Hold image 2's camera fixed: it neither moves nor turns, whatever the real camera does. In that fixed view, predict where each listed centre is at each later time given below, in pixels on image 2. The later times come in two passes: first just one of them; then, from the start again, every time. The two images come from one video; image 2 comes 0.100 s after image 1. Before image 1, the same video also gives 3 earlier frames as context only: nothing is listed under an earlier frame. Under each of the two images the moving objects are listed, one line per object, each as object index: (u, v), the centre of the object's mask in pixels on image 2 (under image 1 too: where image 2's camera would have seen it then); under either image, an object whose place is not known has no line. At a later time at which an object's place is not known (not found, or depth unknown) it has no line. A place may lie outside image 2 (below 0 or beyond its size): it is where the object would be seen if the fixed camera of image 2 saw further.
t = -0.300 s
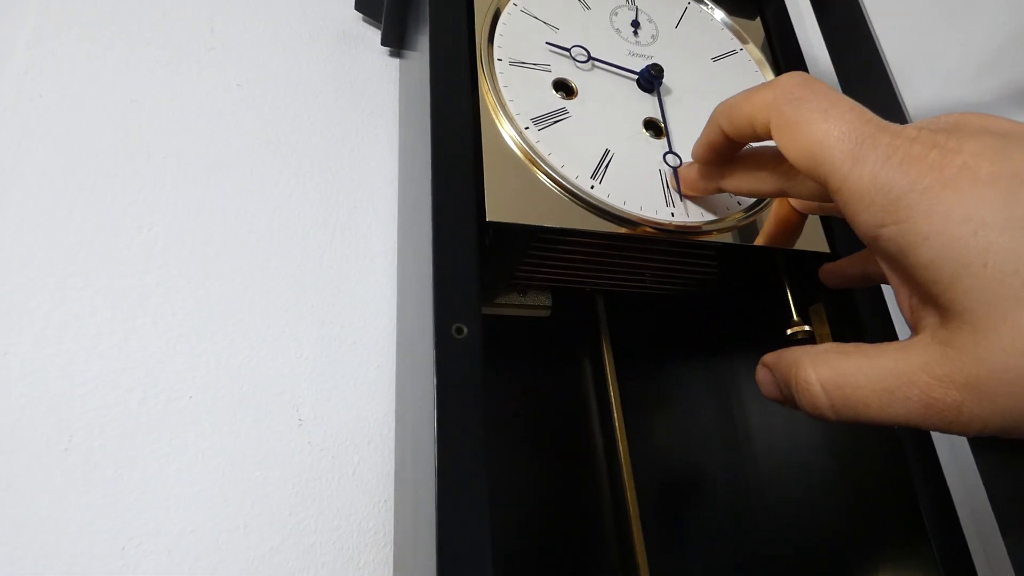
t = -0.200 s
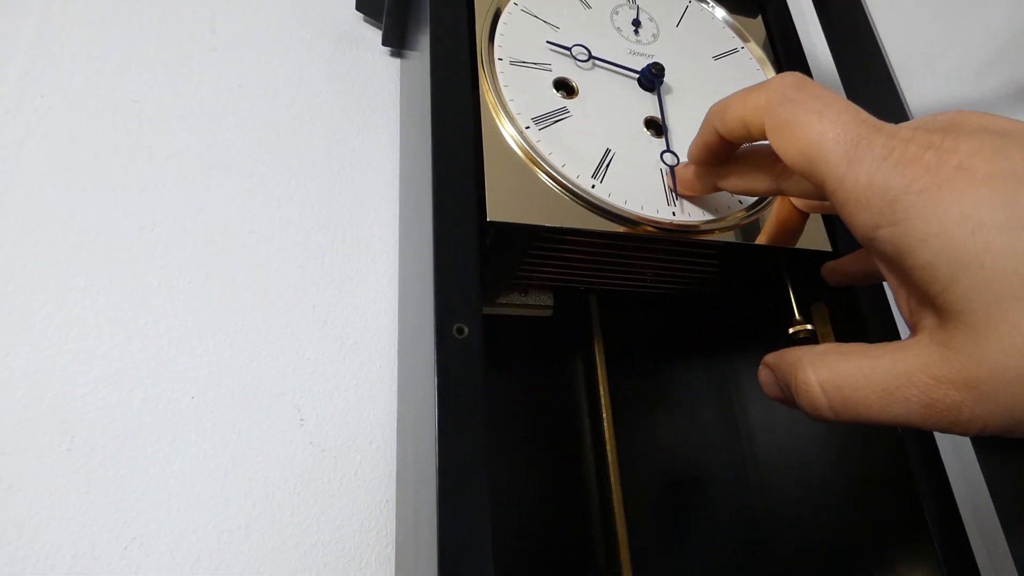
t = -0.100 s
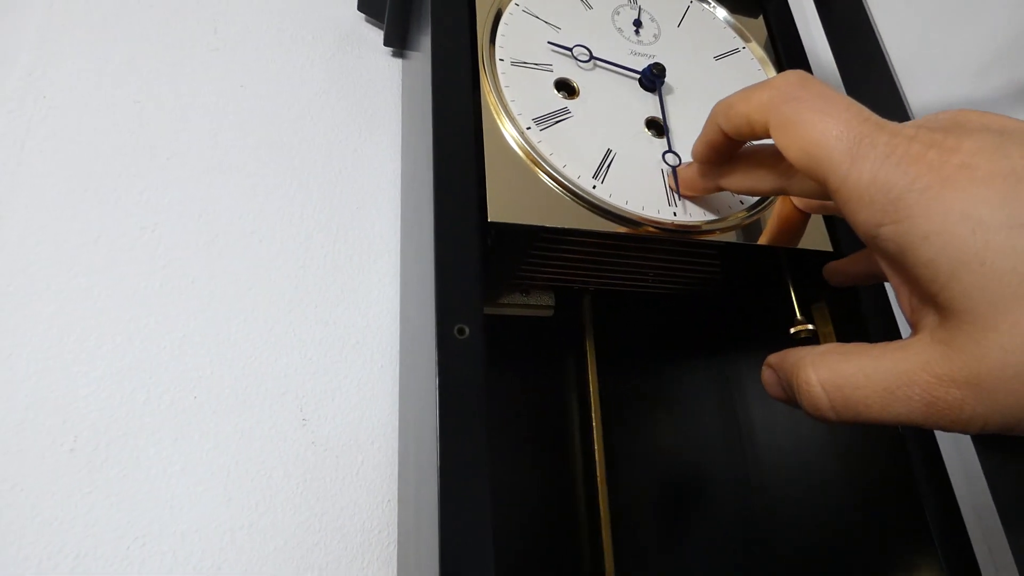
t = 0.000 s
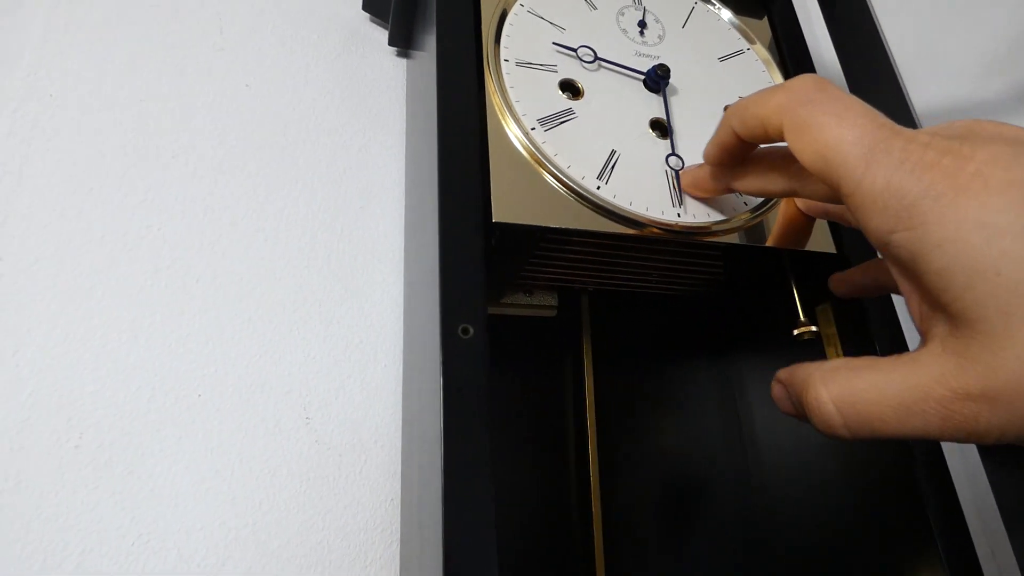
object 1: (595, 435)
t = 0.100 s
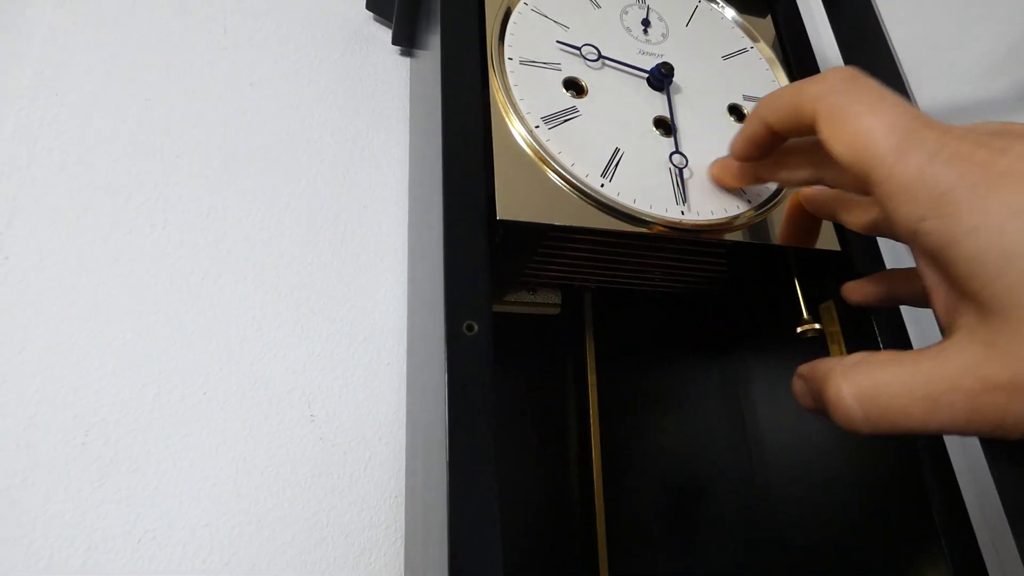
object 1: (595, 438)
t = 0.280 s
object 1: (613, 443)
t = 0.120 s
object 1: (596, 438)
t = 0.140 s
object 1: (597, 439)
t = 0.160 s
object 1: (599, 439)
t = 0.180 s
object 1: (601, 441)
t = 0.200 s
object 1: (603, 442)
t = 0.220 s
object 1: (605, 443)
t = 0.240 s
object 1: (608, 444)
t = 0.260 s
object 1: (611, 443)
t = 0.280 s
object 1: (613, 443)
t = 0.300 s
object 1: (616, 445)
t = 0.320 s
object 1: (620, 446)
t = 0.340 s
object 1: (622, 446)
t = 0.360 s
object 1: (625, 447)
